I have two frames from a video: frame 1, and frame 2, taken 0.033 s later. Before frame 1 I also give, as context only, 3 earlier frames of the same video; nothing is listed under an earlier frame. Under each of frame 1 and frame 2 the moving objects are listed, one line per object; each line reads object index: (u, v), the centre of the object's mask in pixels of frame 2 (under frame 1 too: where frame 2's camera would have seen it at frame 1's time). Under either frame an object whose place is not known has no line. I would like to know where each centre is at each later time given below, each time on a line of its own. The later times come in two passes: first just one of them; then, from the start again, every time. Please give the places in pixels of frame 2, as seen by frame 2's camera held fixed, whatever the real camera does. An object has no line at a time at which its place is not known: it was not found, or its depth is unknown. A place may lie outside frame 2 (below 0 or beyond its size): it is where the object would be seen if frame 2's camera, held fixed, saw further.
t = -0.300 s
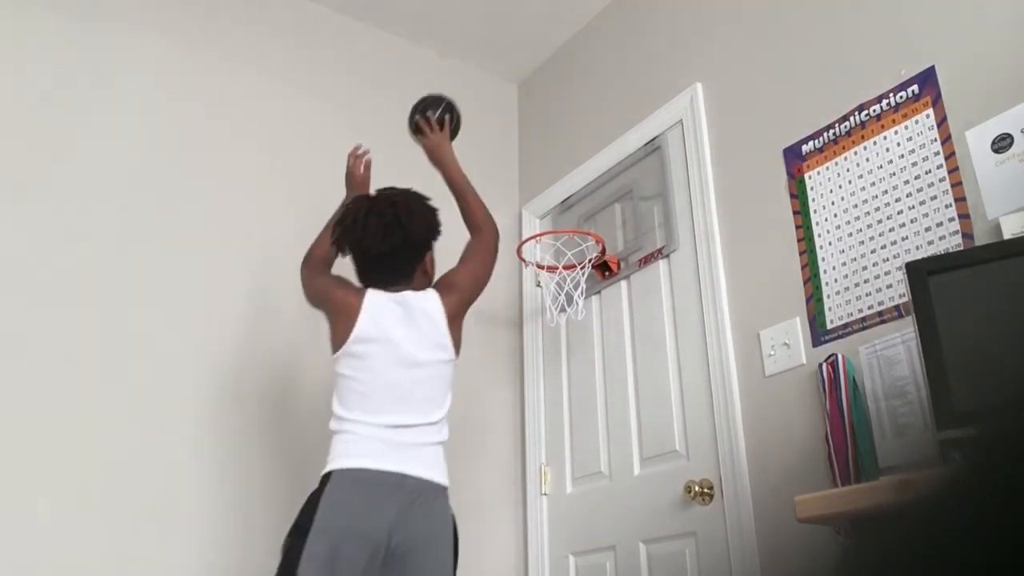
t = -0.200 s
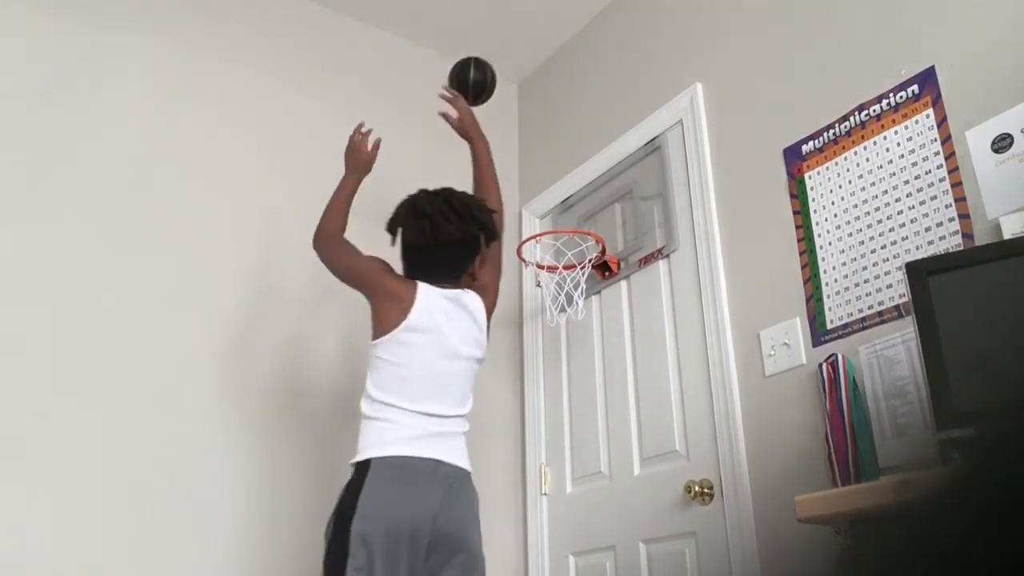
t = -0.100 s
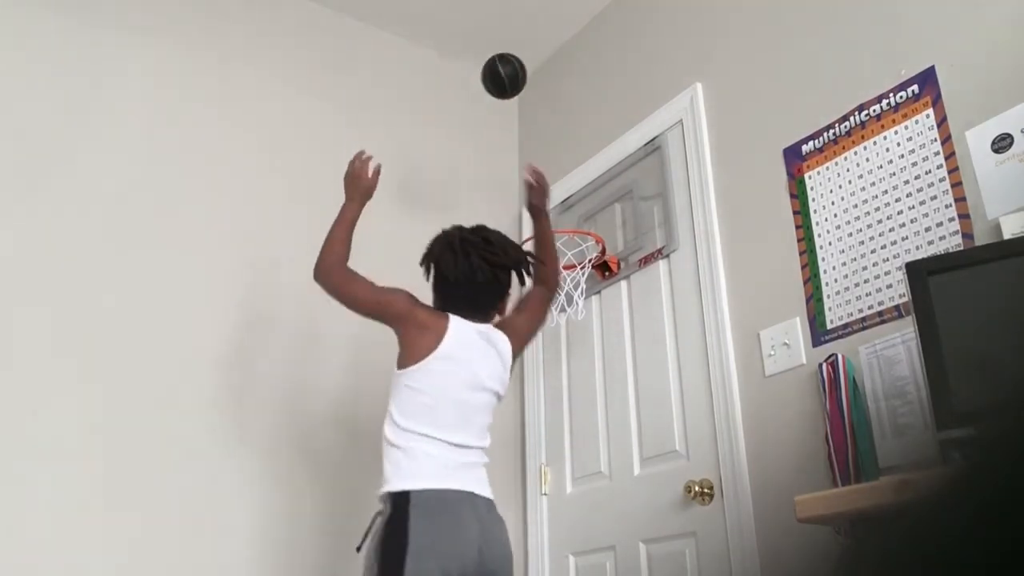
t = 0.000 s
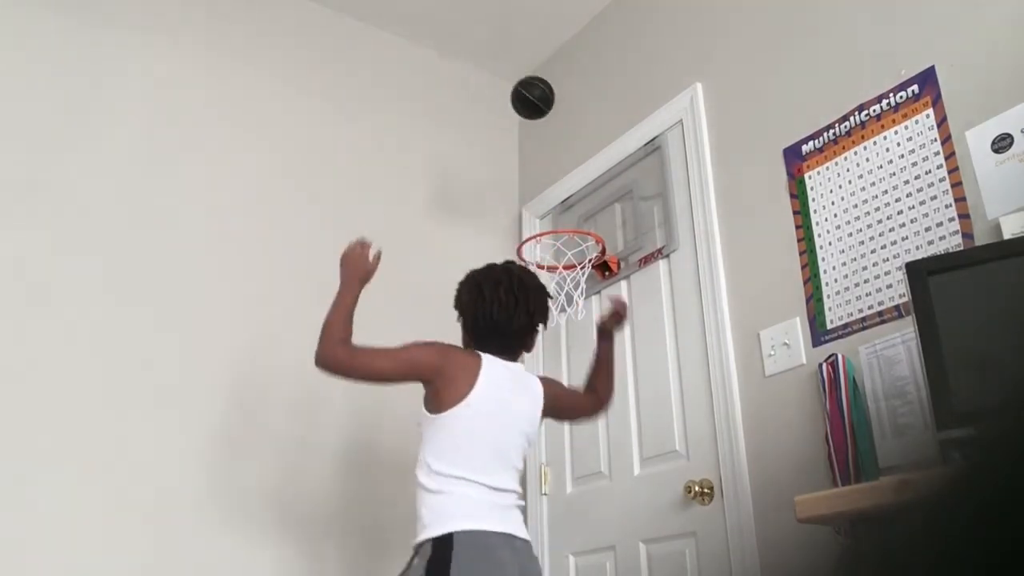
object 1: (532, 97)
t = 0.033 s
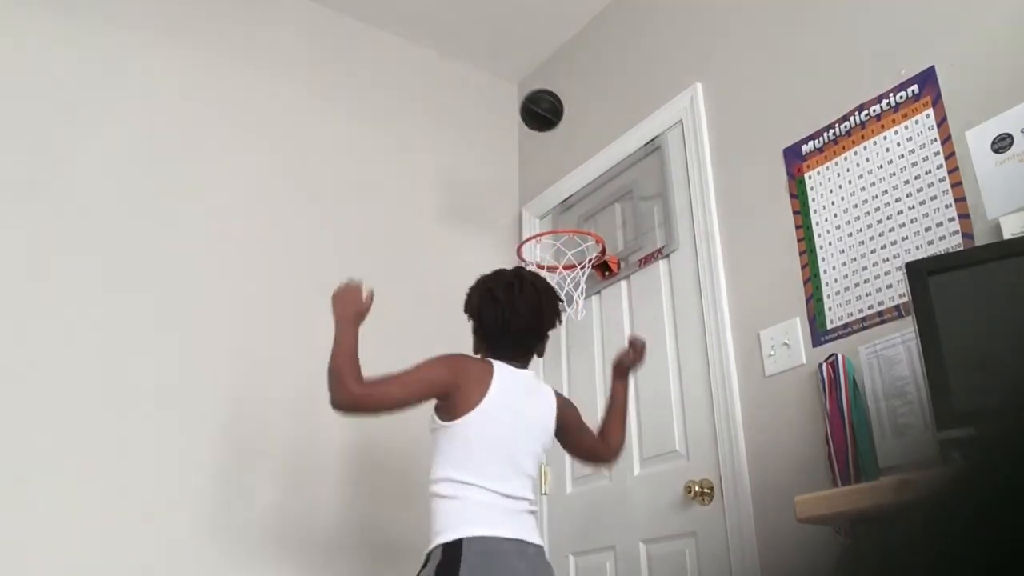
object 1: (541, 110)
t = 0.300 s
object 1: (601, 197)
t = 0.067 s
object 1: (550, 125)
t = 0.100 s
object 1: (560, 143)
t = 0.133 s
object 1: (568, 164)
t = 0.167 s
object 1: (577, 187)
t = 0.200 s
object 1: (586, 212)
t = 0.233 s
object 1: (591, 206)
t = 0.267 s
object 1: (596, 200)
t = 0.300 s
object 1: (601, 197)
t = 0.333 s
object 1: (606, 197)
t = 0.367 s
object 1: (611, 200)
